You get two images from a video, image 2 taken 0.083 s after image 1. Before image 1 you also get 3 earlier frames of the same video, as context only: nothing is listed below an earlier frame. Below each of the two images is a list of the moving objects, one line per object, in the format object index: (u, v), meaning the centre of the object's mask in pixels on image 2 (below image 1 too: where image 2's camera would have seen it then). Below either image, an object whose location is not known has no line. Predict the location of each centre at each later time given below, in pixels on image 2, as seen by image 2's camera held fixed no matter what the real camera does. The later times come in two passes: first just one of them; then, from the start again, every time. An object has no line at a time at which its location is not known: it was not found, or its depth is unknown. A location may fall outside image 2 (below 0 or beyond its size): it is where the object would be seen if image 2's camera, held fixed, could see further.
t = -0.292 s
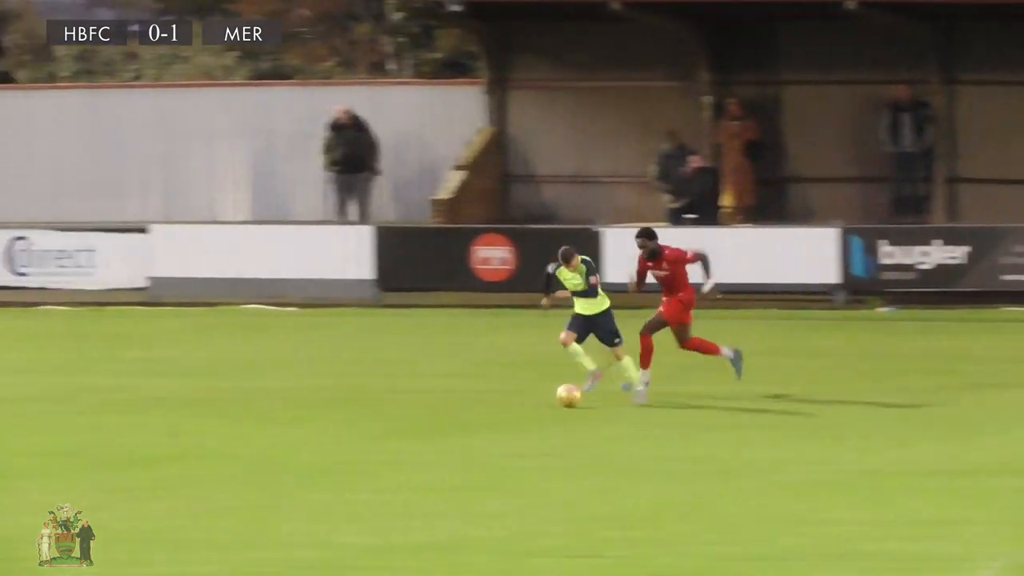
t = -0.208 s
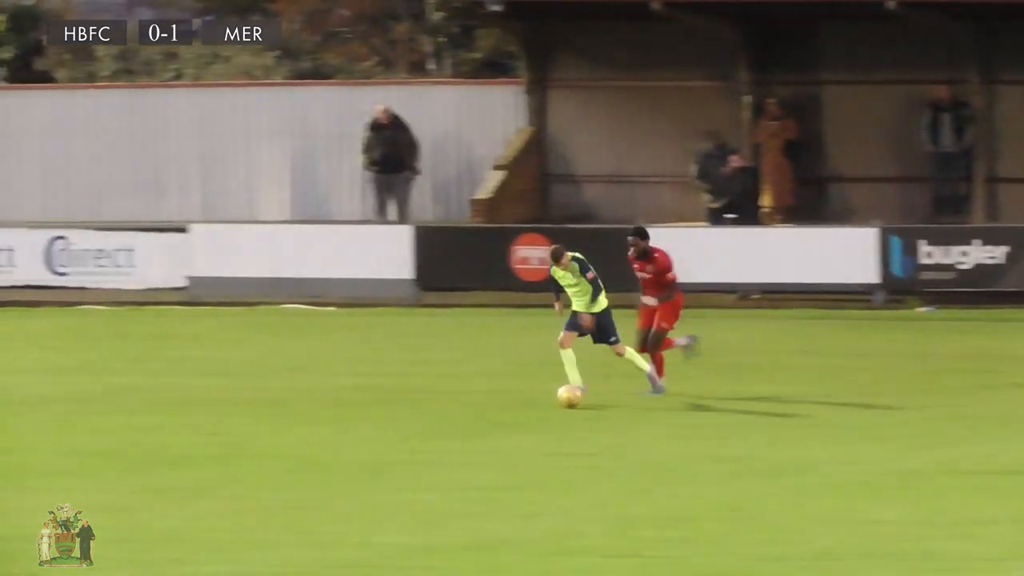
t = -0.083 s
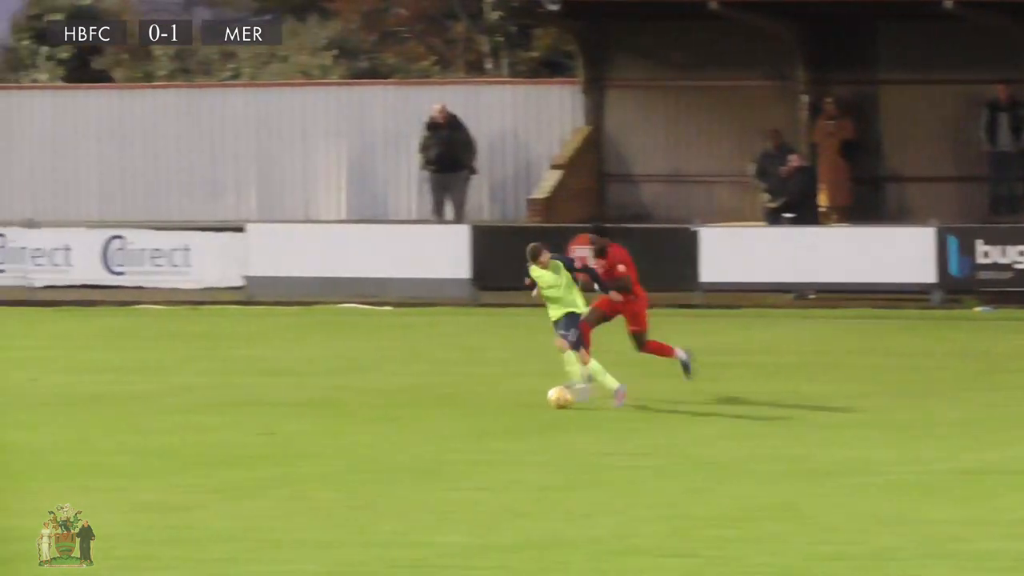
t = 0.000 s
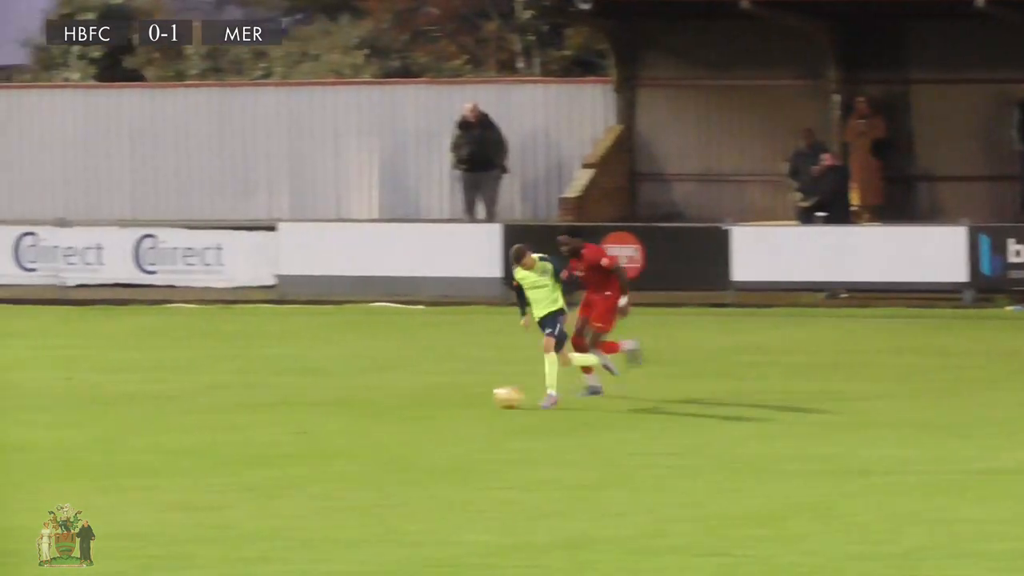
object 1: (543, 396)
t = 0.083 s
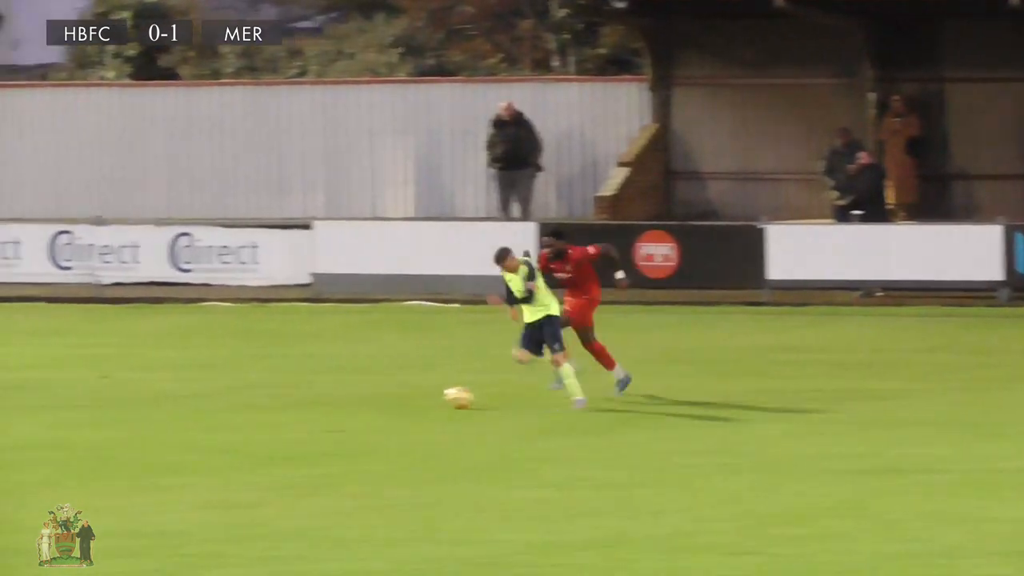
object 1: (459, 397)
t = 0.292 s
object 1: (259, 402)
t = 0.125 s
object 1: (417, 398)
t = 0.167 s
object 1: (377, 398)
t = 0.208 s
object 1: (336, 400)
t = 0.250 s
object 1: (296, 402)
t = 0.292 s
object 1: (259, 402)
